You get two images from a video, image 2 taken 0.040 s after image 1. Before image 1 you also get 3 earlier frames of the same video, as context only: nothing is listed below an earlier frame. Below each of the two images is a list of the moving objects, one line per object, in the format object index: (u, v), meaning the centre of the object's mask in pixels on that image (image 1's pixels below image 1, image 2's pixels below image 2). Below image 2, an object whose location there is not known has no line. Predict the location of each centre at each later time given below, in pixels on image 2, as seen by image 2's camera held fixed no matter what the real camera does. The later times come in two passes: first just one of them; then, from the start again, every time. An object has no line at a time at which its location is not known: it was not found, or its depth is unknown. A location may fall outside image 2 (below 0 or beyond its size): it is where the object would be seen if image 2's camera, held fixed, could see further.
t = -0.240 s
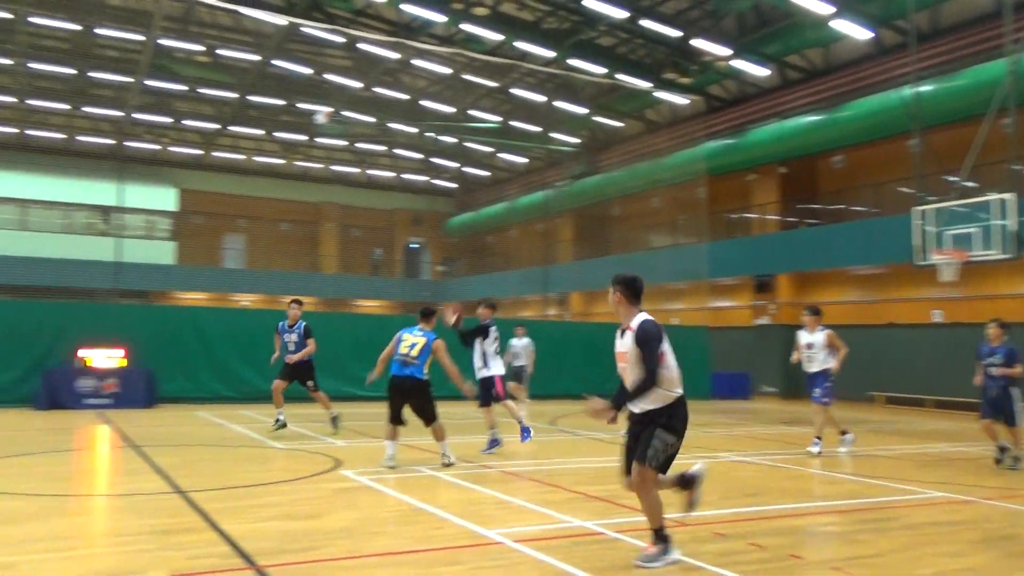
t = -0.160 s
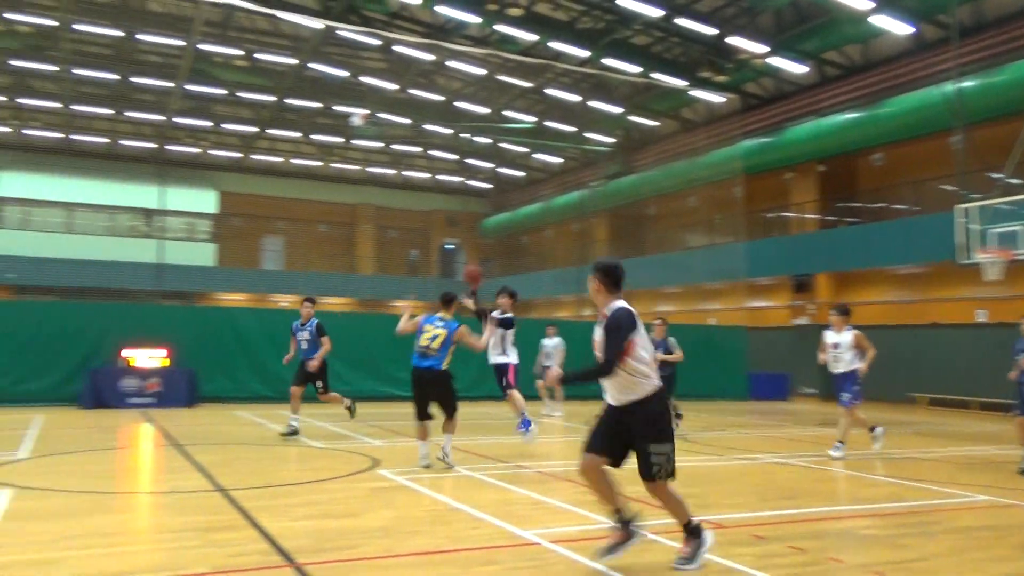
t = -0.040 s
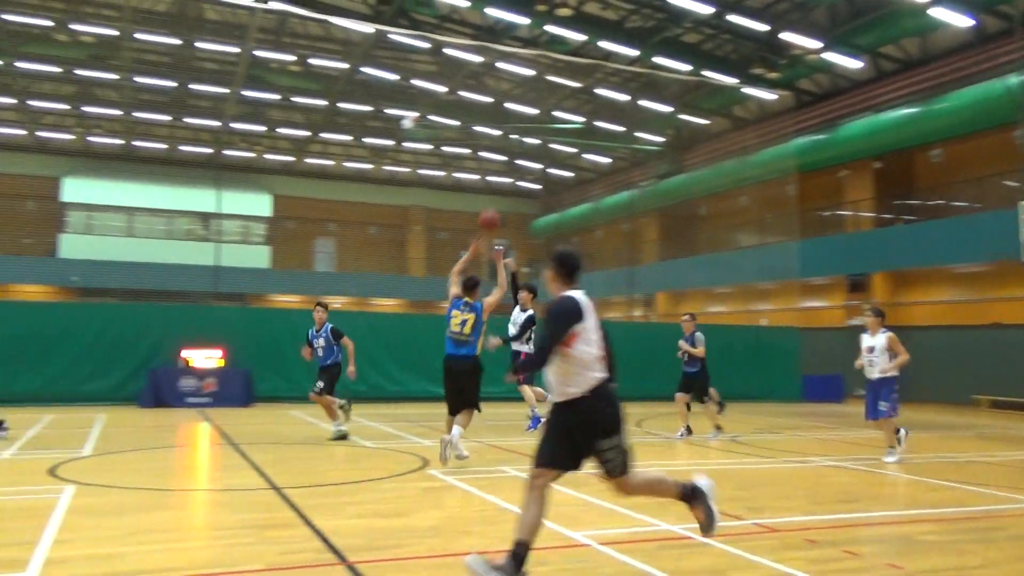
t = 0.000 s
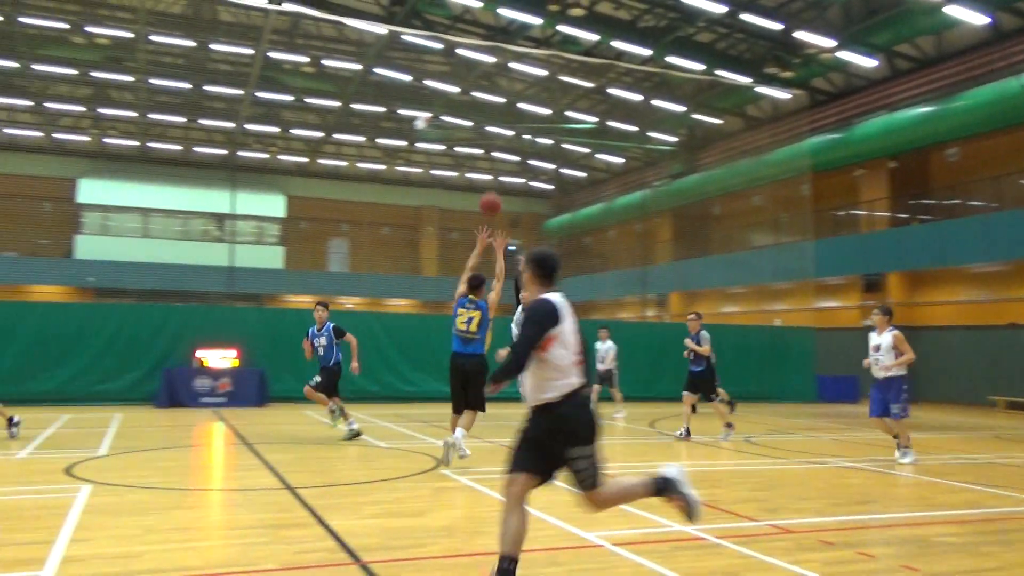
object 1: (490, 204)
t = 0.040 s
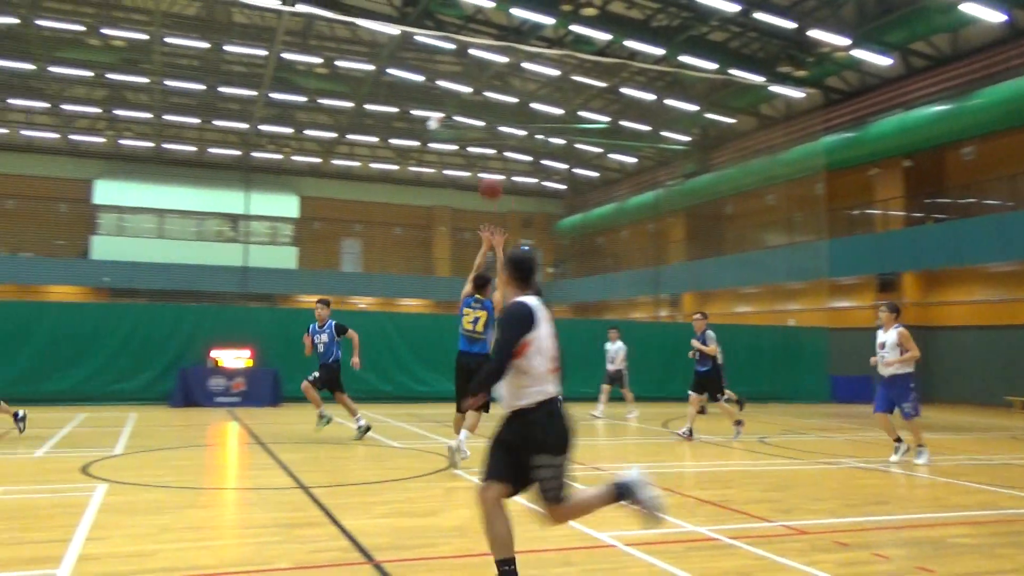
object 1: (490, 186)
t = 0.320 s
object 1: (382, 92)
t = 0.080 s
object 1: (477, 172)
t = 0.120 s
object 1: (464, 159)
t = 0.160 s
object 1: (450, 143)
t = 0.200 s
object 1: (435, 129)
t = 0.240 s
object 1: (418, 116)
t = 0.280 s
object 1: (401, 104)
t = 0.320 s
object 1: (382, 92)
